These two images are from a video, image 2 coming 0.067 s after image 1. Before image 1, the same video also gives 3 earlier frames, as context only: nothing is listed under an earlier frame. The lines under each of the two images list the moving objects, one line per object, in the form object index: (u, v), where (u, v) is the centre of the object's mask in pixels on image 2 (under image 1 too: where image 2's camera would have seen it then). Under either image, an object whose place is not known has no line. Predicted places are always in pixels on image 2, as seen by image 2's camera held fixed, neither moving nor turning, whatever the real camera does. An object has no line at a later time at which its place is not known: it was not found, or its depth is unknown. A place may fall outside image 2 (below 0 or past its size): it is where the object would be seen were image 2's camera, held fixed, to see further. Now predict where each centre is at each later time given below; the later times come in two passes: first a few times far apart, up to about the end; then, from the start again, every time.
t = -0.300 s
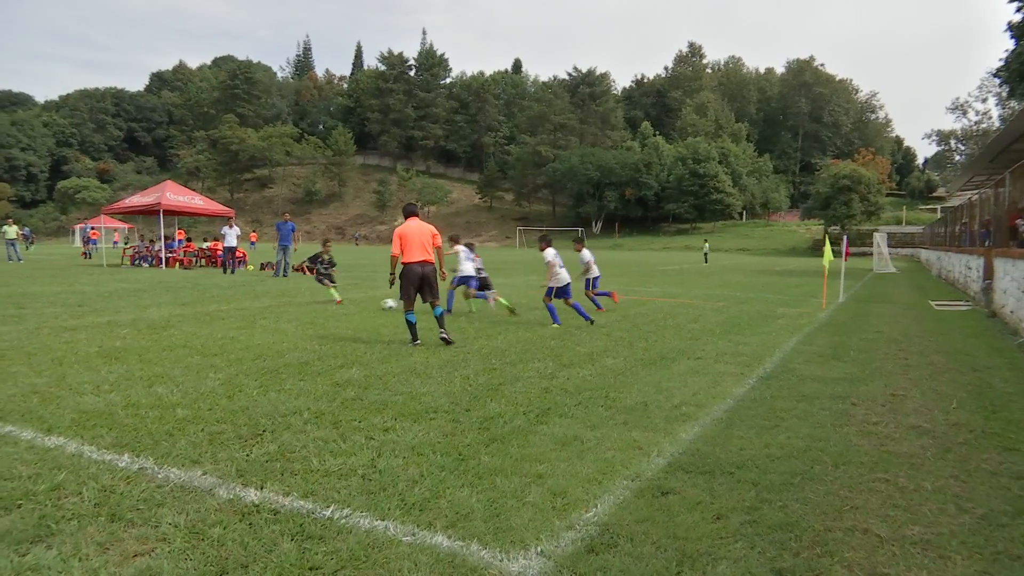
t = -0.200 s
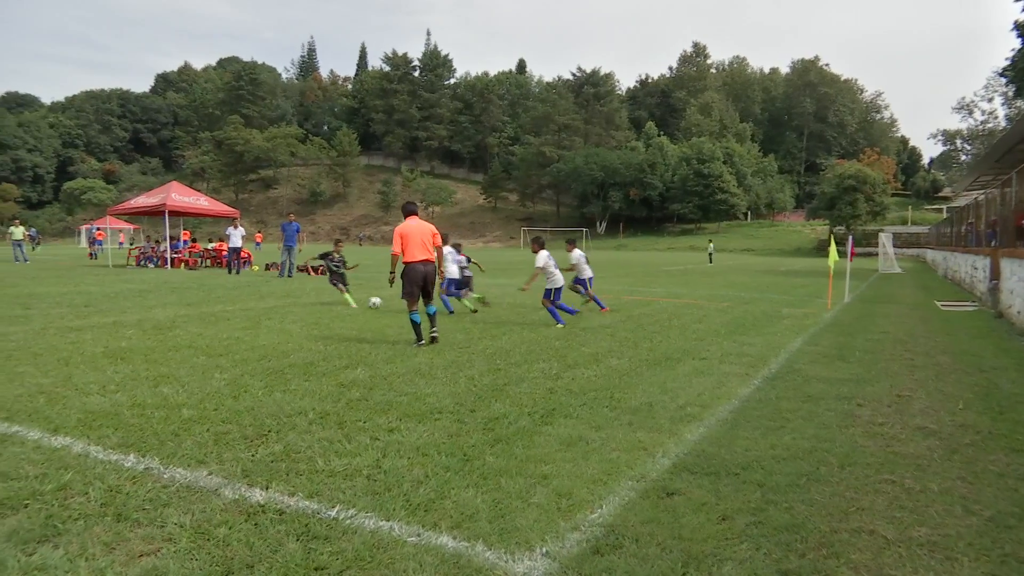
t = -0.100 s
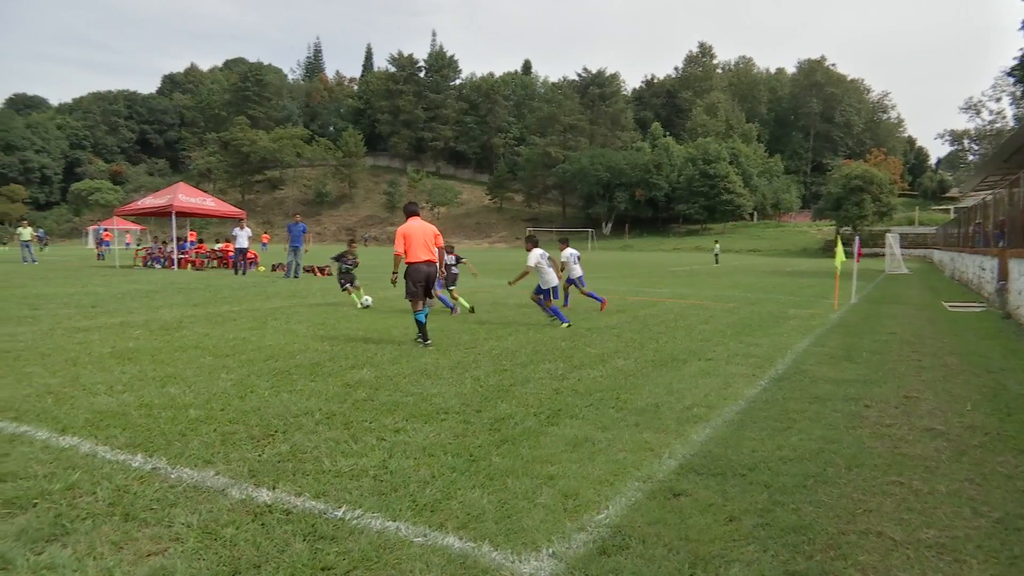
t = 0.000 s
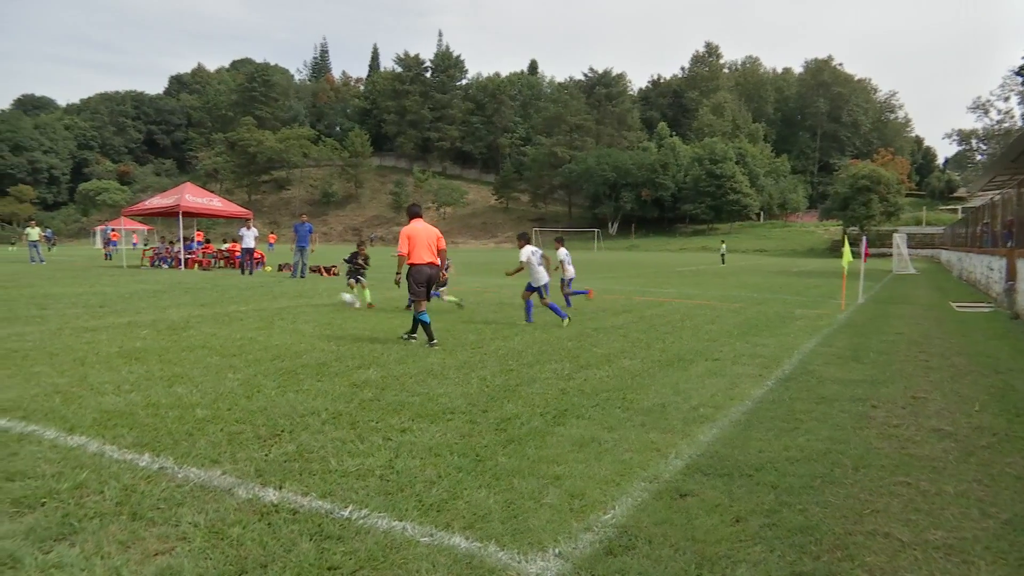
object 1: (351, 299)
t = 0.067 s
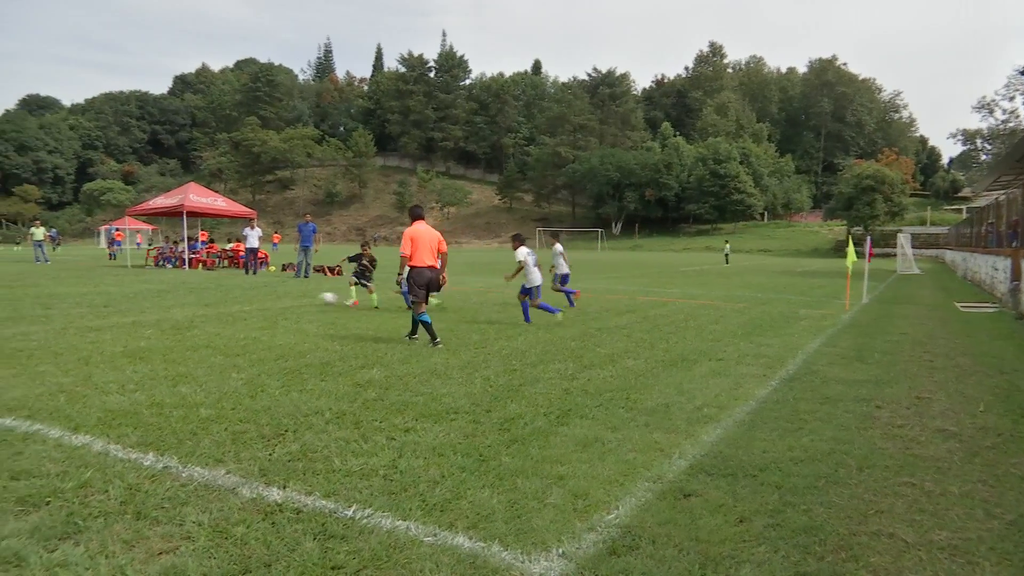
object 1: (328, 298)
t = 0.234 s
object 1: (266, 309)
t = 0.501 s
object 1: (160, 322)
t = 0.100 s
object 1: (317, 299)
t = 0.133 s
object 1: (305, 300)
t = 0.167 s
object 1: (293, 302)
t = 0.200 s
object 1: (280, 305)
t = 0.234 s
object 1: (266, 309)
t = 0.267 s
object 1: (253, 313)
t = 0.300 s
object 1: (238, 315)
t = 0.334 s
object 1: (226, 315)
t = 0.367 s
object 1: (214, 315)
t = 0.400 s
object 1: (201, 316)
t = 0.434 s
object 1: (188, 317)
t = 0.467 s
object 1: (174, 320)
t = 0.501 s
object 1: (160, 322)
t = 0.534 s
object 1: (146, 324)
